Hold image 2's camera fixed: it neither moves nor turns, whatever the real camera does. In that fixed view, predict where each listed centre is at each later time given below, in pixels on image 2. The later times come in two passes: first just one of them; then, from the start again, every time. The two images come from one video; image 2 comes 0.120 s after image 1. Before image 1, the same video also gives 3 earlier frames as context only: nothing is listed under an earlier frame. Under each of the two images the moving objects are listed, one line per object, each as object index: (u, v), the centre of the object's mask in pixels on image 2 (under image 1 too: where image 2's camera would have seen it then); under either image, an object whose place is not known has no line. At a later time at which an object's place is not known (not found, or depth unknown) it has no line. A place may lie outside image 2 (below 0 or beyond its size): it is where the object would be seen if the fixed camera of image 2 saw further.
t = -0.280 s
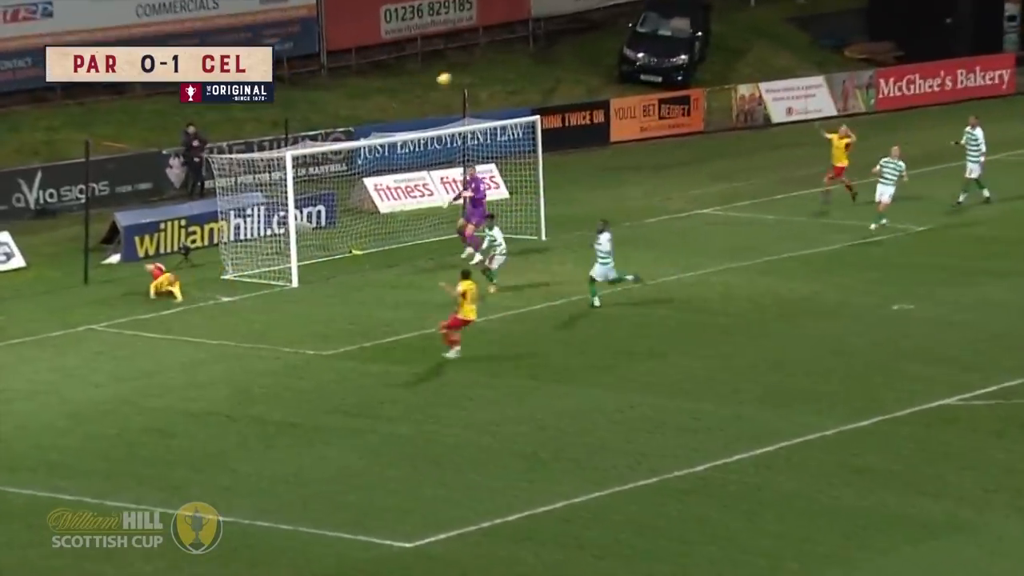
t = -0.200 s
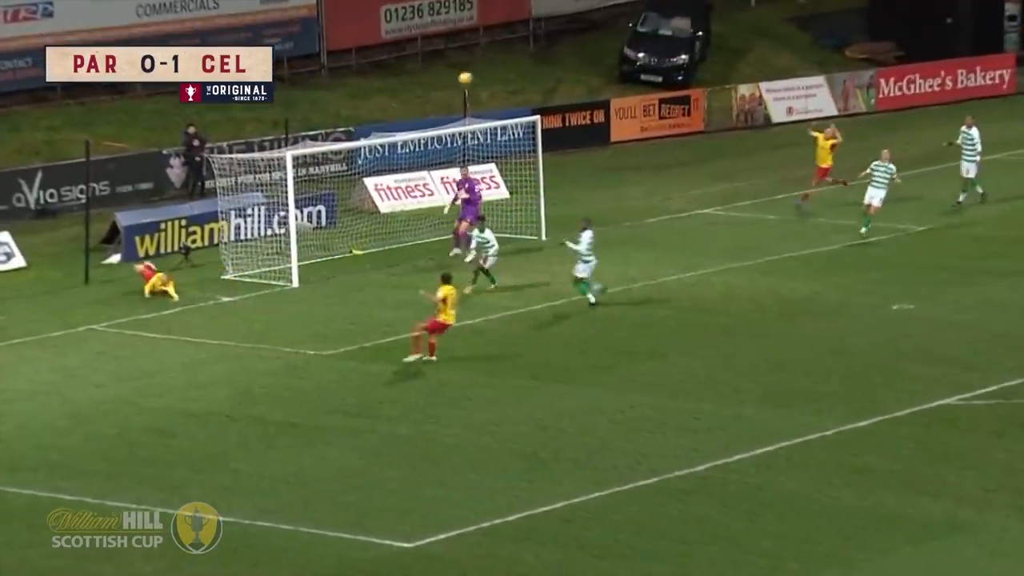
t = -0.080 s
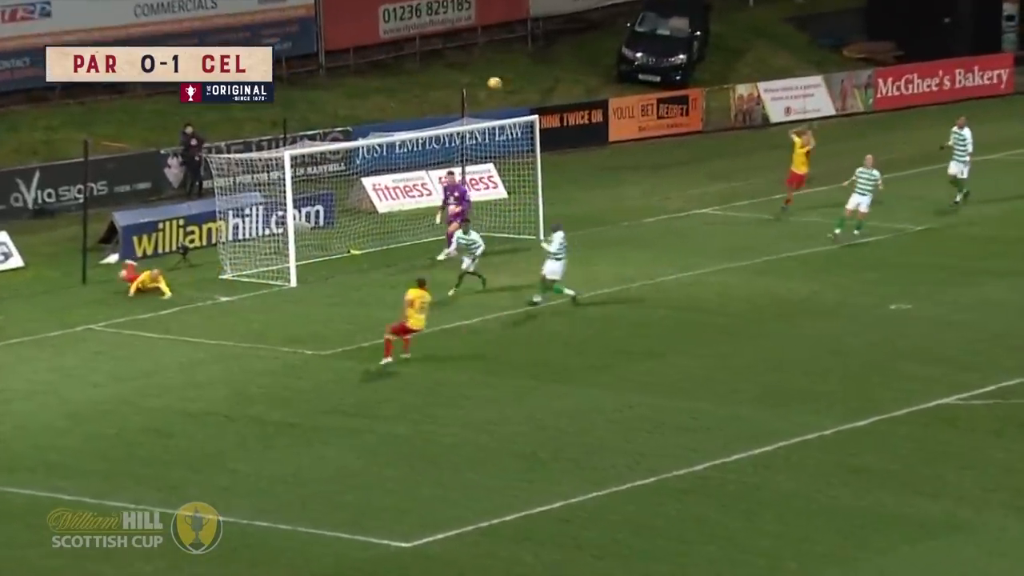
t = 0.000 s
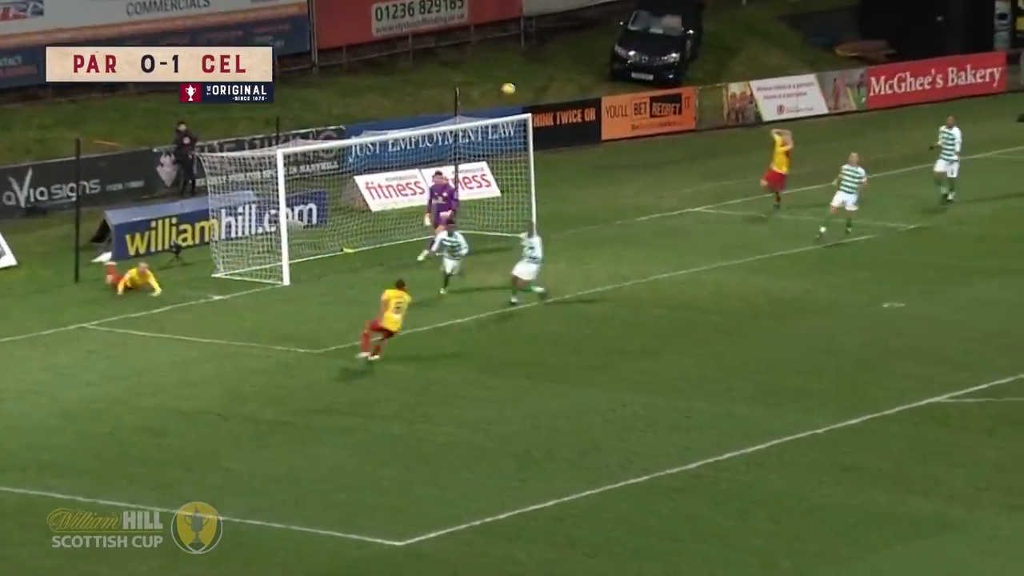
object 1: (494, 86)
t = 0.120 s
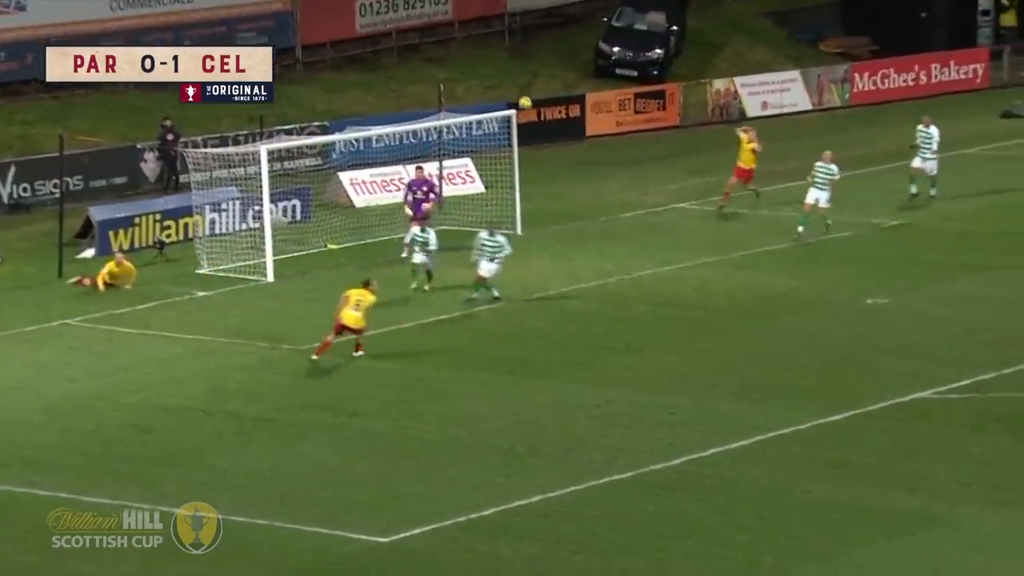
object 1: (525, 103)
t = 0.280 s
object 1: (566, 135)
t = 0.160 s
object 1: (537, 110)
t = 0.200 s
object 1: (546, 118)
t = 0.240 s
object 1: (556, 125)
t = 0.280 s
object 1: (566, 135)
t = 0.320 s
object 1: (577, 144)
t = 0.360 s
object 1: (588, 155)
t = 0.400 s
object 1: (599, 167)
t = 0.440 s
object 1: (609, 179)
